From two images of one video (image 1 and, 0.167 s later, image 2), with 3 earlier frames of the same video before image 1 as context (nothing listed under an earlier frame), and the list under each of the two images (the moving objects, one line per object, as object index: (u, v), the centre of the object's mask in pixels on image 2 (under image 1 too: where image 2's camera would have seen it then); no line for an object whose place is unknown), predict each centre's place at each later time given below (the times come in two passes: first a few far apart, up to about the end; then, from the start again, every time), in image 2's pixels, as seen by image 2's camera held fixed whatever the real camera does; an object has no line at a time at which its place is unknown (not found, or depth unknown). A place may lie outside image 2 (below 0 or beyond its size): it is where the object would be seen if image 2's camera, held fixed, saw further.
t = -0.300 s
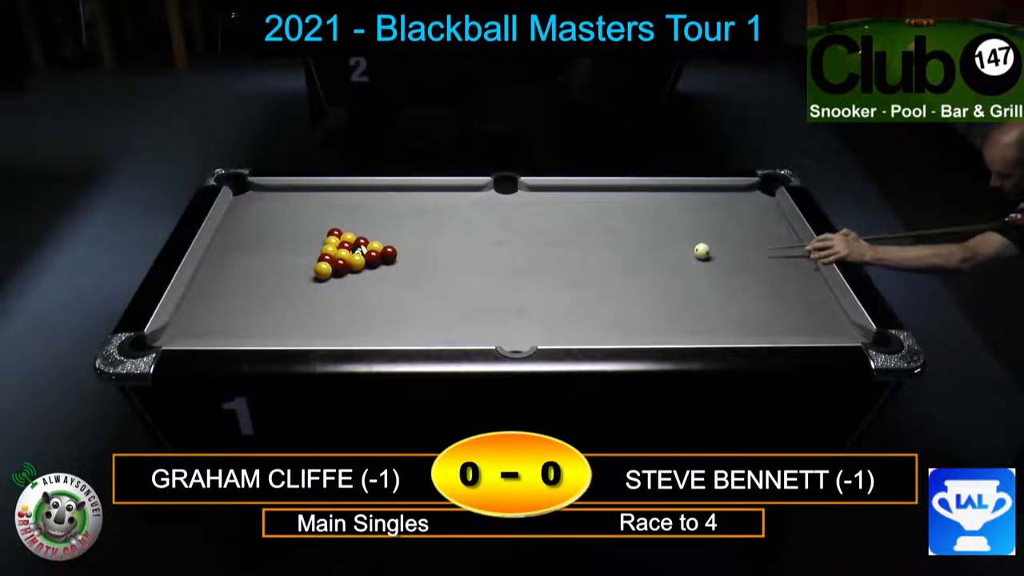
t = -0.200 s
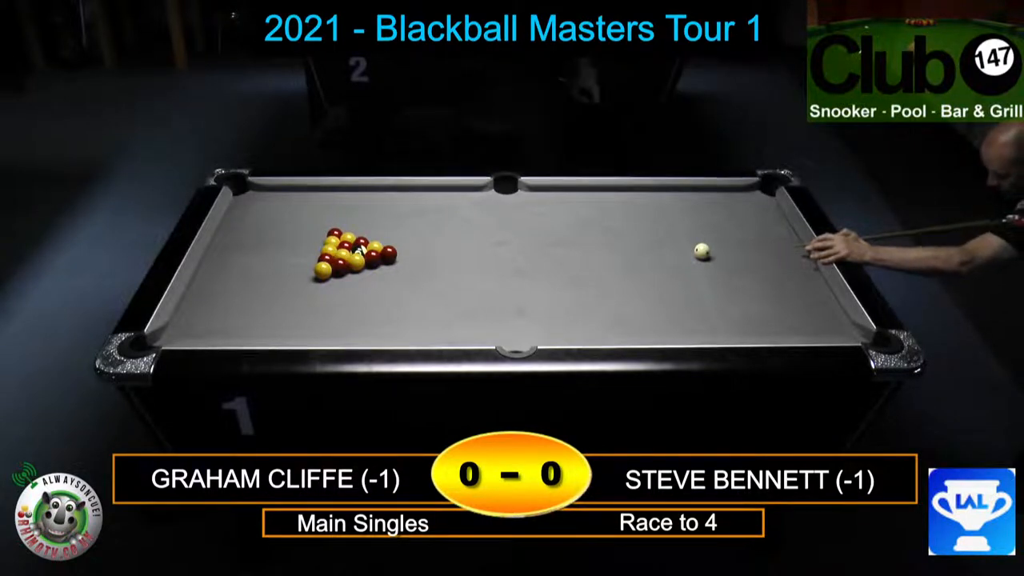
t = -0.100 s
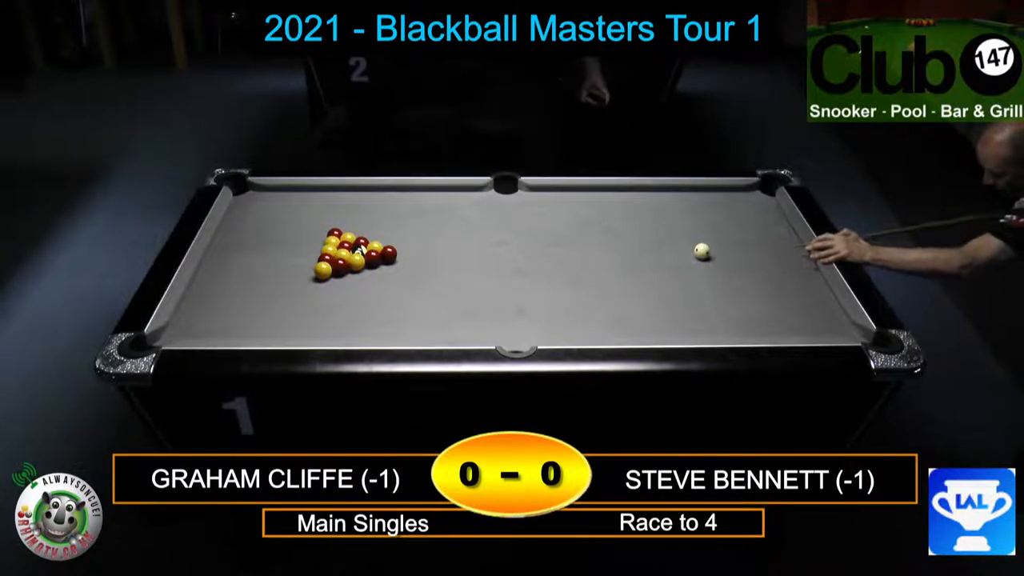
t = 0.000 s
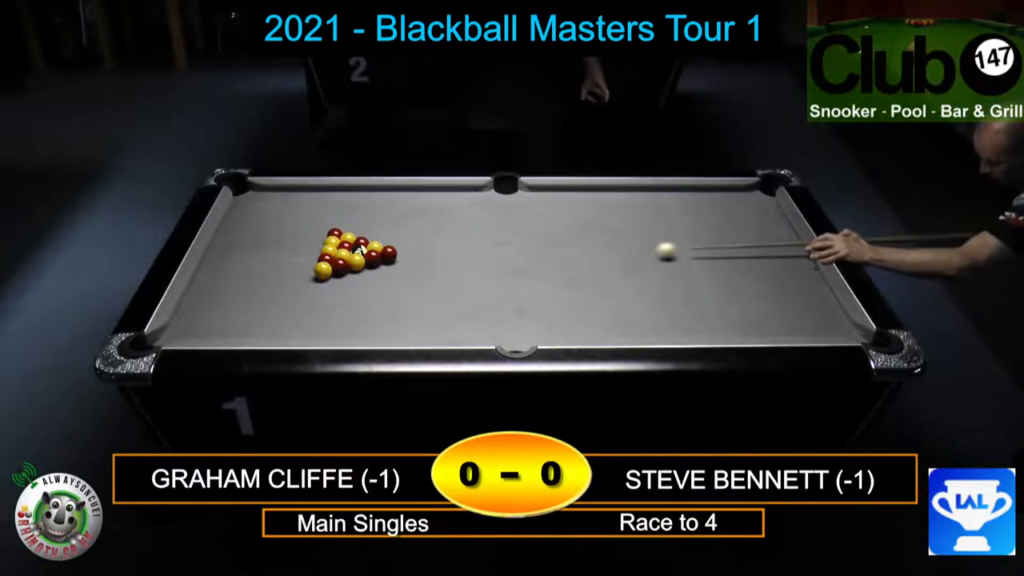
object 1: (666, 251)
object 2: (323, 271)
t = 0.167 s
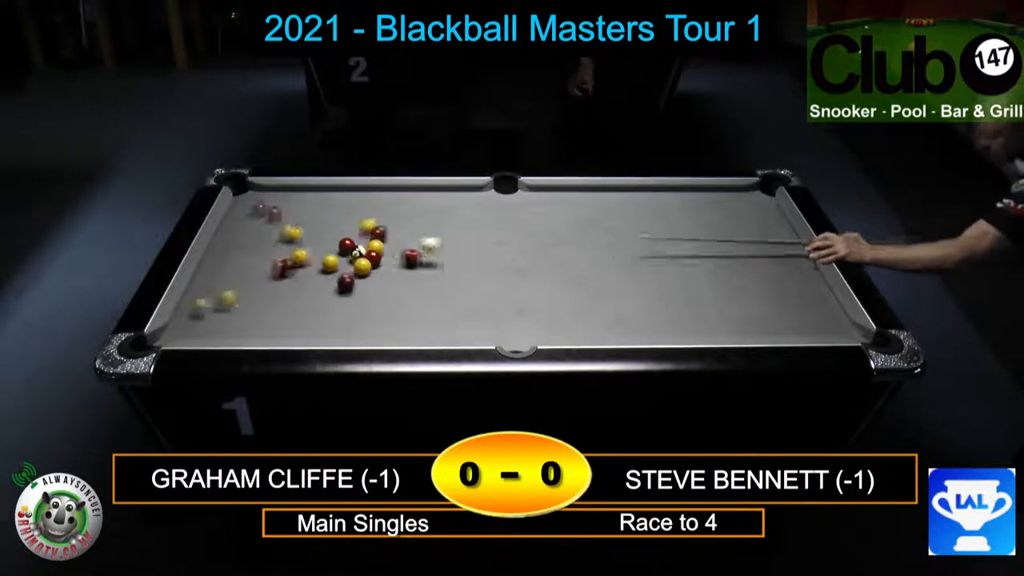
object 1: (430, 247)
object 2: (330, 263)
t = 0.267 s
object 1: (455, 258)
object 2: (320, 267)
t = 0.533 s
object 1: (522, 271)
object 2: (285, 283)
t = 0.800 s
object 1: (551, 277)
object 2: (263, 289)
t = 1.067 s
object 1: (559, 282)
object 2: (272, 299)
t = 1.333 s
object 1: (567, 286)
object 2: (286, 310)
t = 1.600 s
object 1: (572, 290)
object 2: (299, 320)
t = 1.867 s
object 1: (594, 295)
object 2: (310, 328)
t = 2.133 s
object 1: (617, 301)
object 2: (322, 333)
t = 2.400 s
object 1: (638, 306)
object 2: (332, 330)
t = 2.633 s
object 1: (653, 311)
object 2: (305, 327)
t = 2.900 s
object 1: (669, 315)
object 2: (255, 321)
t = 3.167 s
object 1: (684, 319)
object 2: (208, 314)
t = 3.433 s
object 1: (696, 323)
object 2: (194, 310)
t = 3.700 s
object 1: (706, 326)
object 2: (225, 306)
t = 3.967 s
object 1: (714, 328)
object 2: (256, 302)
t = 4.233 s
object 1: (719, 329)
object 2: (282, 299)
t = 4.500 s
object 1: (723, 330)
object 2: (307, 296)
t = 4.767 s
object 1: (724, 330)
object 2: (331, 293)
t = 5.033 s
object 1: (724, 330)
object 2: (350, 291)
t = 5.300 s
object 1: (724, 330)
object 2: (369, 289)
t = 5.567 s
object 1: (721, 330)
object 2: (386, 287)
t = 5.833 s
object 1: (718, 331)
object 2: (399, 285)
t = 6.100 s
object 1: (716, 332)
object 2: (410, 285)
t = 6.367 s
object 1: (715, 332)
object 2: (418, 286)
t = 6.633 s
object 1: (715, 332)
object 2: (424, 286)
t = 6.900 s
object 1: (715, 332)
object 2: (427, 287)
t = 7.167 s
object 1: (715, 332)
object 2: (428, 287)
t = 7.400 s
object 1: (715, 332)
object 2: (428, 287)
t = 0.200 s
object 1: (440, 247)
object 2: (326, 265)
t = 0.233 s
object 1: (447, 249)
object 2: (324, 266)
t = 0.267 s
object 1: (455, 258)
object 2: (320, 267)
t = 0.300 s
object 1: (466, 261)
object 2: (315, 269)
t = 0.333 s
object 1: (476, 263)
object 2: (310, 271)
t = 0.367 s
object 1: (487, 266)
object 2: (305, 274)
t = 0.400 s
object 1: (494, 266)
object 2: (301, 276)
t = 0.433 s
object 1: (498, 267)
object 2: (299, 277)
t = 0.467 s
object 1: (504, 269)
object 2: (295, 278)
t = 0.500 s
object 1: (513, 270)
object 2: (290, 281)
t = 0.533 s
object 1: (522, 271)
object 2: (285, 283)
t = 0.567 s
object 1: (531, 272)
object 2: (280, 285)
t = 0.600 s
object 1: (536, 273)
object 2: (277, 286)
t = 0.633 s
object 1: (539, 273)
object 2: (274, 287)
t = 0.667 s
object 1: (543, 273)
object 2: (271, 289)
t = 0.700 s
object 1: (547, 273)
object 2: (269, 288)
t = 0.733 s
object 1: (549, 273)
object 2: (266, 289)
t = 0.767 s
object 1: (550, 275)
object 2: (264, 289)
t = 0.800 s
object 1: (551, 277)
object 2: (263, 289)
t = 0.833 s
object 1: (552, 277)
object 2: (262, 290)
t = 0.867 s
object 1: (553, 278)
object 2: (262, 290)
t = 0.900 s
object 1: (554, 279)
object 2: (264, 292)
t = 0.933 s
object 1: (555, 280)
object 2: (266, 294)
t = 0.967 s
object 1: (557, 281)
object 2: (268, 296)
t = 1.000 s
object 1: (558, 281)
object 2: (270, 297)
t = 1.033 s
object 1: (558, 281)
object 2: (271, 297)
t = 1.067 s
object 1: (559, 282)
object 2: (272, 299)
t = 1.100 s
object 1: (560, 283)
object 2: (274, 301)
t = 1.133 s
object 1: (561, 283)
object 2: (276, 302)
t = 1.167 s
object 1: (562, 284)
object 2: (278, 304)
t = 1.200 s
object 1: (563, 285)
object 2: (280, 305)
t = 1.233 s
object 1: (564, 285)
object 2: (281, 306)
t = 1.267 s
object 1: (565, 285)
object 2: (282, 307)
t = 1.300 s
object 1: (566, 286)
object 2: (284, 309)
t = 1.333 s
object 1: (567, 286)
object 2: (286, 310)
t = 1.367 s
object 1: (568, 286)
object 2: (288, 312)
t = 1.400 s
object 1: (569, 287)
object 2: (289, 313)
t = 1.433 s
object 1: (569, 288)
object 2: (290, 313)
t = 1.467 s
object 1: (570, 288)
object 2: (292, 315)
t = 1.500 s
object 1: (571, 289)
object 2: (294, 316)
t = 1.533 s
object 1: (571, 289)
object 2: (296, 318)
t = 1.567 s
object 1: (572, 289)
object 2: (297, 319)
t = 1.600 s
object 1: (572, 290)
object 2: (299, 320)
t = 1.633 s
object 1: (573, 290)
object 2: (300, 321)
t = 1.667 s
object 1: (575, 291)
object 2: (301, 322)
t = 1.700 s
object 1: (579, 292)
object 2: (303, 323)
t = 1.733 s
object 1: (583, 293)
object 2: (305, 325)
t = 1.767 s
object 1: (587, 294)
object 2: (307, 326)
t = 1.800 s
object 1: (589, 294)
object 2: (308, 327)
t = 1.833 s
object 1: (591, 295)
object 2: (309, 327)
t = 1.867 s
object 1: (594, 295)
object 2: (310, 328)
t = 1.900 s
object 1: (597, 296)
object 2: (312, 329)
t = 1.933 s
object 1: (601, 297)
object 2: (314, 330)
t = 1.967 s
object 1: (604, 297)
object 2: (315, 330)
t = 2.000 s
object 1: (607, 299)
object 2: (316, 331)
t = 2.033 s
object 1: (608, 299)
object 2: (318, 332)
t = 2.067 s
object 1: (611, 300)
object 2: (319, 332)
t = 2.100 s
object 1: (614, 300)
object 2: (320, 333)
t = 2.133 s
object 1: (617, 301)
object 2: (322, 333)
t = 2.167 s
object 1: (620, 301)
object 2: (323, 332)
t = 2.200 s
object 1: (623, 303)
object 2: (325, 332)
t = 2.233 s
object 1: (624, 303)
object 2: (326, 332)
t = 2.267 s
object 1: (626, 304)
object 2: (327, 332)
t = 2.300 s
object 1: (630, 304)
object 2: (328, 331)
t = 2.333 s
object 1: (632, 305)
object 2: (330, 331)
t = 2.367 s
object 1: (635, 306)
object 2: (331, 330)
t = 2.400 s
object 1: (638, 306)
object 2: (332, 330)
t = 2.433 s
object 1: (639, 307)
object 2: (332, 330)
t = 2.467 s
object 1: (641, 307)
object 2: (333, 330)
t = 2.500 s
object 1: (644, 308)
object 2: (334, 329)
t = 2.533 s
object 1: (647, 309)
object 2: (327, 329)
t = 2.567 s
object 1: (649, 310)
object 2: (315, 328)
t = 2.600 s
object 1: (651, 310)
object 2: (309, 327)
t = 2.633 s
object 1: (653, 311)
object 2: (305, 327)
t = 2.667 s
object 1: (655, 311)
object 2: (299, 326)
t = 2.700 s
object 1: (657, 312)
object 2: (292, 326)
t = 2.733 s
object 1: (660, 312)
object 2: (284, 325)
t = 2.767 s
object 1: (662, 313)
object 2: (277, 324)
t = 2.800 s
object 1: (664, 314)
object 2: (271, 323)
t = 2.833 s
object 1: (665, 314)
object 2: (267, 323)
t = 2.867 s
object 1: (667, 314)
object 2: (262, 322)
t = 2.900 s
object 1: (669, 315)
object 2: (255, 321)
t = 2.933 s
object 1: (672, 315)
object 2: (248, 320)
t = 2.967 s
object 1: (674, 316)
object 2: (241, 319)
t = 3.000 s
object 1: (675, 317)
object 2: (236, 318)
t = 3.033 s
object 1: (677, 317)
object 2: (233, 318)
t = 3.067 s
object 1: (678, 317)
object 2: (228, 317)
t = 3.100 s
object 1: (680, 318)
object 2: (221, 316)
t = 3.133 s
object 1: (682, 319)
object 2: (215, 315)
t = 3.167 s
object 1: (684, 319)
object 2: (208, 314)
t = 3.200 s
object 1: (686, 320)
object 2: (203, 314)
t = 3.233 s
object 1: (687, 320)
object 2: (200, 314)
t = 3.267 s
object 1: (688, 320)
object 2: (195, 313)
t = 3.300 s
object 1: (690, 321)
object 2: (189, 312)
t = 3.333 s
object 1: (692, 321)
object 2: (183, 312)
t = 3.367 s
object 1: (693, 322)
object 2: (187, 311)
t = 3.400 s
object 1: (695, 322)
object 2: (191, 311)
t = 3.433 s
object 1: (696, 323)
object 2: (194, 310)
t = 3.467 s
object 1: (697, 323)
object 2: (197, 310)
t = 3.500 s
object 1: (699, 324)
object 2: (202, 309)
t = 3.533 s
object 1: (700, 324)
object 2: (207, 308)
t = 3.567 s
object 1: (702, 324)
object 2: (212, 308)
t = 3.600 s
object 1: (703, 325)
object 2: (215, 308)
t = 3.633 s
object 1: (703, 325)
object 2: (217, 307)
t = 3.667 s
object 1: (705, 325)
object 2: (221, 307)
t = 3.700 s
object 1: (706, 326)
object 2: (225, 306)
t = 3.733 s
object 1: (707, 326)
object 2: (230, 306)
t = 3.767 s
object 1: (708, 326)
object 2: (235, 305)
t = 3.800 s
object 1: (709, 326)
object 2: (237, 305)
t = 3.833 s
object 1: (710, 327)
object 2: (240, 304)
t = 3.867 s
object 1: (711, 327)
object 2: (243, 304)
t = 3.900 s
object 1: (712, 327)
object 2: (248, 303)
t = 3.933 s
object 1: (713, 328)
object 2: (252, 302)
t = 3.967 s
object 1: (714, 328)
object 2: (256, 302)
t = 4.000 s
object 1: (715, 328)
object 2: (259, 301)
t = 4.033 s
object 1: (715, 328)
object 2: (262, 301)
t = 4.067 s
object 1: (716, 328)
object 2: (265, 301)
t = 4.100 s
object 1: (717, 328)
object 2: (269, 300)
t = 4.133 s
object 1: (717, 328)
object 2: (273, 300)
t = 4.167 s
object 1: (718, 329)
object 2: (277, 300)
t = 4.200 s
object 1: (719, 329)
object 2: (280, 299)
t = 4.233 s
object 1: (719, 329)
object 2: (282, 299)
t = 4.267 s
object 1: (720, 329)
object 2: (285, 299)
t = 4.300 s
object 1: (720, 329)
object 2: (288, 299)
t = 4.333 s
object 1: (721, 329)
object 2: (292, 298)
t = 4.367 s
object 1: (721, 329)
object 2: (296, 297)
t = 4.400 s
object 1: (722, 329)
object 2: (299, 297)
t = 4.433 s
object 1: (722, 329)
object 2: (300, 297)
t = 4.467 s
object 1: (722, 329)
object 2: (303, 297)
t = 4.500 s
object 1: (723, 330)
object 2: (307, 296)
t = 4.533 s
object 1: (723, 330)
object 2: (310, 296)
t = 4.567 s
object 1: (723, 330)
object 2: (314, 295)
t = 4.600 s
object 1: (724, 330)
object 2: (316, 295)
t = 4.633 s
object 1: (724, 330)
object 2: (318, 295)
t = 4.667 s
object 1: (724, 330)
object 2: (321, 294)
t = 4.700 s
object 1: (724, 330)
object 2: (324, 294)
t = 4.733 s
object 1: (724, 330)
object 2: (328, 293)
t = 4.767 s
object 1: (724, 330)
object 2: (331, 293)
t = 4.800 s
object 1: (724, 330)
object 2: (333, 293)
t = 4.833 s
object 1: (724, 330)
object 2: (335, 293)
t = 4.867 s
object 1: (724, 330)
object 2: (337, 292)
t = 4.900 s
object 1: (724, 330)
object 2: (340, 292)
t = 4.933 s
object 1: (724, 330)
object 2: (343, 292)
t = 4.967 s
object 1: (724, 330)
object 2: (347, 292)
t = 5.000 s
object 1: (724, 330)
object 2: (349, 291)
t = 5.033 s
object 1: (724, 330)
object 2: (350, 291)
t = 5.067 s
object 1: (724, 330)
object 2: (352, 291)
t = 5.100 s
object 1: (724, 330)
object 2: (355, 291)
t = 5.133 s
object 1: (724, 330)
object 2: (358, 291)
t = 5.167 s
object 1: (724, 330)
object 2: (361, 290)
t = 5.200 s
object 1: (724, 330)
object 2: (363, 290)
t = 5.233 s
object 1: (724, 330)
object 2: (364, 289)
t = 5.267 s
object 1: (724, 330)
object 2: (366, 289)
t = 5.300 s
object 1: (724, 330)
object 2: (369, 289)
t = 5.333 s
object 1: (724, 330)
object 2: (372, 288)
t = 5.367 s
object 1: (724, 330)
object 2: (374, 288)
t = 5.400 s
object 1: (723, 330)
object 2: (376, 288)
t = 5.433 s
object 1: (723, 330)
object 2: (377, 288)
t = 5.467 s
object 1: (723, 330)
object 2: (379, 287)
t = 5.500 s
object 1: (722, 330)
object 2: (382, 287)
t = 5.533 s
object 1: (721, 330)
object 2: (383, 287)
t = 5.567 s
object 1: (721, 330)
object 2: (386, 287)
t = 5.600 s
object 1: (721, 331)
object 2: (387, 287)
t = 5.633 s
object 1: (720, 331)
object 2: (388, 287)
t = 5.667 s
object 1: (720, 331)
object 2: (390, 286)
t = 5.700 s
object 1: (719, 331)
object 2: (393, 286)
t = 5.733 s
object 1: (719, 331)
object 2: (395, 286)
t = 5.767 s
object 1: (718, 331)
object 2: (397, 286)
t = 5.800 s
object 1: (719, 331)
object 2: (398, 285)
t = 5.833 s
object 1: (718, 331)
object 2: (399, 285)
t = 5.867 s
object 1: (718, 331)
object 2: (401, 285)
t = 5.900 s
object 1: (718, 332)
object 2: (403, 284)
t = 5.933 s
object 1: (718, 332)
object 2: (404, 284)
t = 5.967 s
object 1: (717, 332)
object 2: (406, 284)
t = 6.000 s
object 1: (717, 332)
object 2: (407, 284)
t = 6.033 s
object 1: (717, 332)
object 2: (408, 284)
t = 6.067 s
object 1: (717, 332)
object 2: (409, 285)
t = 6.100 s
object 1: (716, 332)
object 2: (410, 285)
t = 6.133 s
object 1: (716, 332)
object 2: (411, 285)
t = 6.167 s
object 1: (716, 332)
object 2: (413, 285)
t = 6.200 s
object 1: (716, 332)
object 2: (413, 285)
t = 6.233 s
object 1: (715, 332)
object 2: (414, 285)
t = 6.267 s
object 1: (715, 332)
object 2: (415, 285)
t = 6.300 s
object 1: (715, 332)
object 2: (416, 285)
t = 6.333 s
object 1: (715, 332)
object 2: (417, 285)
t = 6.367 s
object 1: (715, 332)
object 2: (418, 286)
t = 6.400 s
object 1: (715, 332)
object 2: (419, 286)
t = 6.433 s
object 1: (715, 332)
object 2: (420, 286)
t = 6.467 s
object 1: (715, 332)
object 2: (420, 286)
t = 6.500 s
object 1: (715, 332)
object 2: (421, 286)
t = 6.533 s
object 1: (715, 332)
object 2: (422, 286)
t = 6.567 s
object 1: (715, 332)
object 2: (423, 286)
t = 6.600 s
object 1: (715, 332)
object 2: (423, 286)
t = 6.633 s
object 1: (715, 332)
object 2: (424, 286)
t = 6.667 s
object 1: (715, 332)
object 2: (424, 286)
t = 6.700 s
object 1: (715, 332)
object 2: (425, 286)
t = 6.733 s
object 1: (715, 332)
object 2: (425, 286)
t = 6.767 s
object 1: (715, 332)
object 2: (426, 286)
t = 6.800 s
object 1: (715, 332)
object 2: (426, 287)
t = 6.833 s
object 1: (715, 332)
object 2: (426, 287)
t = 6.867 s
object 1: (715, 332)
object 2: (427, 287)
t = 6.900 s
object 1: (715, 332)
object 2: (427, 287)
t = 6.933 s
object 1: (715, 332)
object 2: (428, 287)
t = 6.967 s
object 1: (715, 332)
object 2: (428, 287)
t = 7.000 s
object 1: (715, 332)
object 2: (428, 287)
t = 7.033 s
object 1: (715, 332)
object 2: (428, 287)
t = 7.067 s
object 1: (715, 332)
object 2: (428, 287)
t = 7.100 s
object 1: (715, 332)
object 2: (428, 287)
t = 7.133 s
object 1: (715, 332)
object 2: (428, 287)
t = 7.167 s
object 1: (715, 332)
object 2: (428, 287)
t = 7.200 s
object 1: (715, 332)
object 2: (428, 287)
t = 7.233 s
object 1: (715, 332)
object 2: (428, 287)
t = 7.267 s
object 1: (715, 332)
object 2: (428, 287)
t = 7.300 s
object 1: (715, 332)
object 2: (428, 287)
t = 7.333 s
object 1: (715, 332)
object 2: (428, 287)
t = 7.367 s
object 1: (715, 332)
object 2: (428, 287)
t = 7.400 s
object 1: (715, 332)
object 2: (428, 287)
